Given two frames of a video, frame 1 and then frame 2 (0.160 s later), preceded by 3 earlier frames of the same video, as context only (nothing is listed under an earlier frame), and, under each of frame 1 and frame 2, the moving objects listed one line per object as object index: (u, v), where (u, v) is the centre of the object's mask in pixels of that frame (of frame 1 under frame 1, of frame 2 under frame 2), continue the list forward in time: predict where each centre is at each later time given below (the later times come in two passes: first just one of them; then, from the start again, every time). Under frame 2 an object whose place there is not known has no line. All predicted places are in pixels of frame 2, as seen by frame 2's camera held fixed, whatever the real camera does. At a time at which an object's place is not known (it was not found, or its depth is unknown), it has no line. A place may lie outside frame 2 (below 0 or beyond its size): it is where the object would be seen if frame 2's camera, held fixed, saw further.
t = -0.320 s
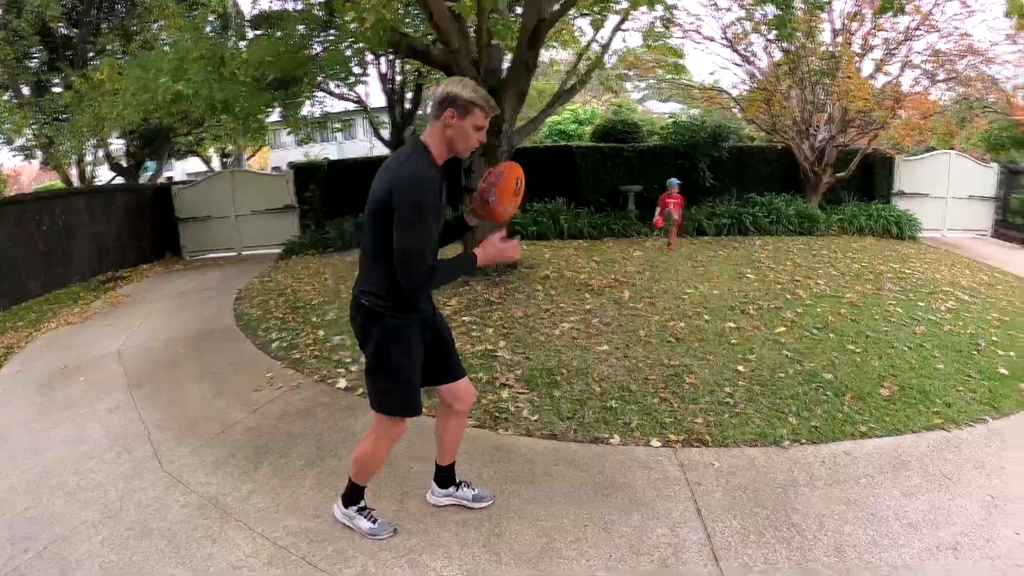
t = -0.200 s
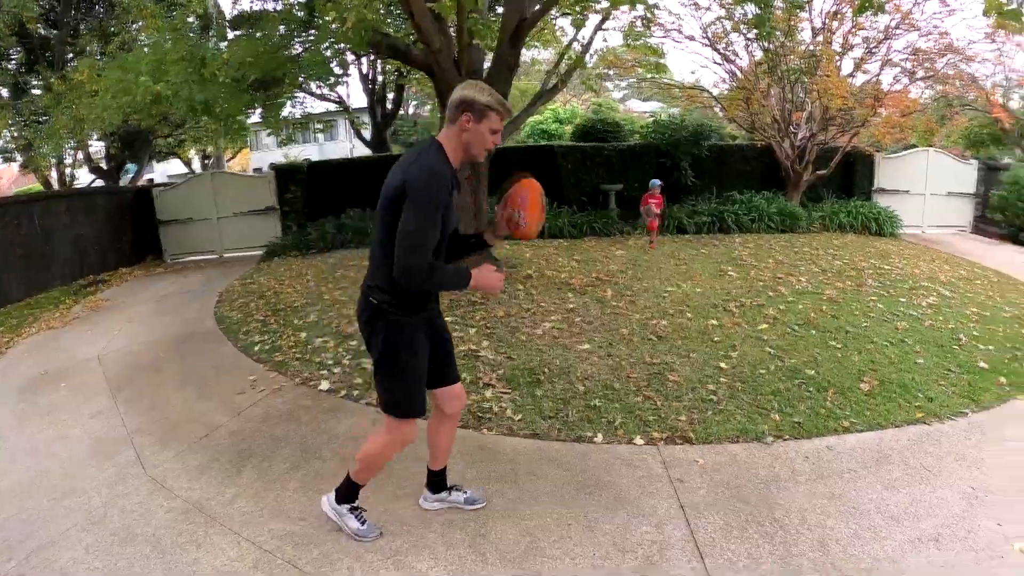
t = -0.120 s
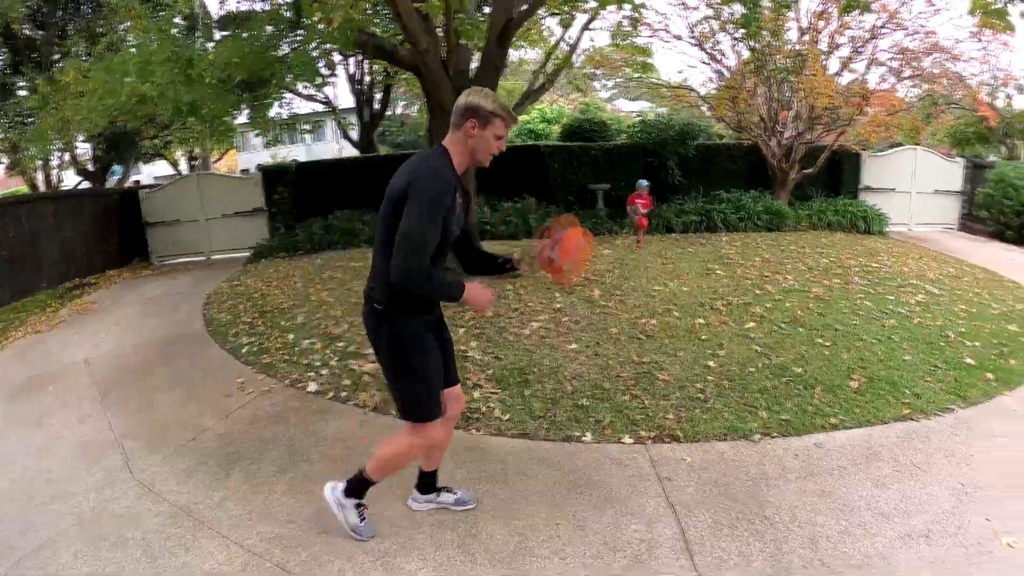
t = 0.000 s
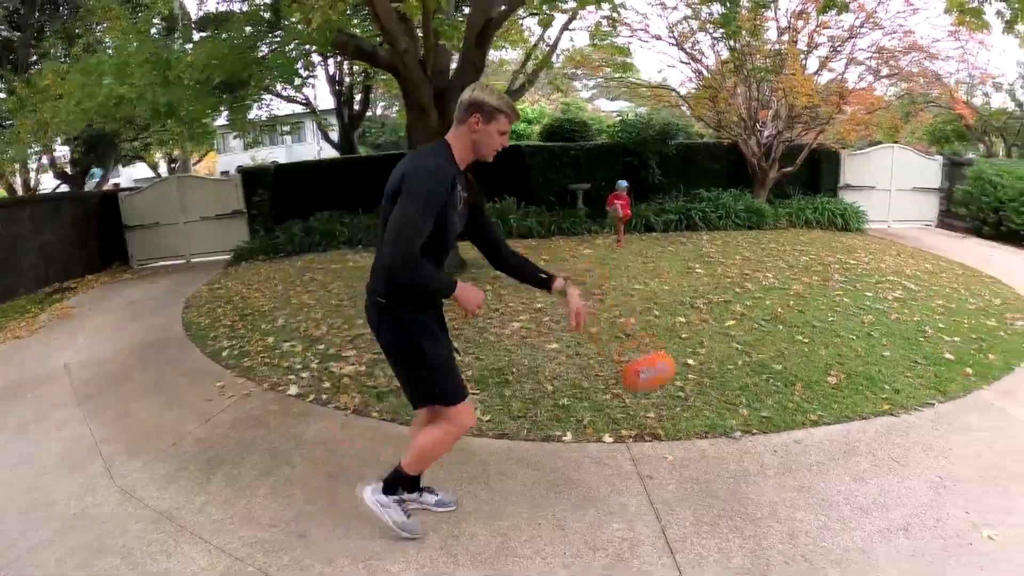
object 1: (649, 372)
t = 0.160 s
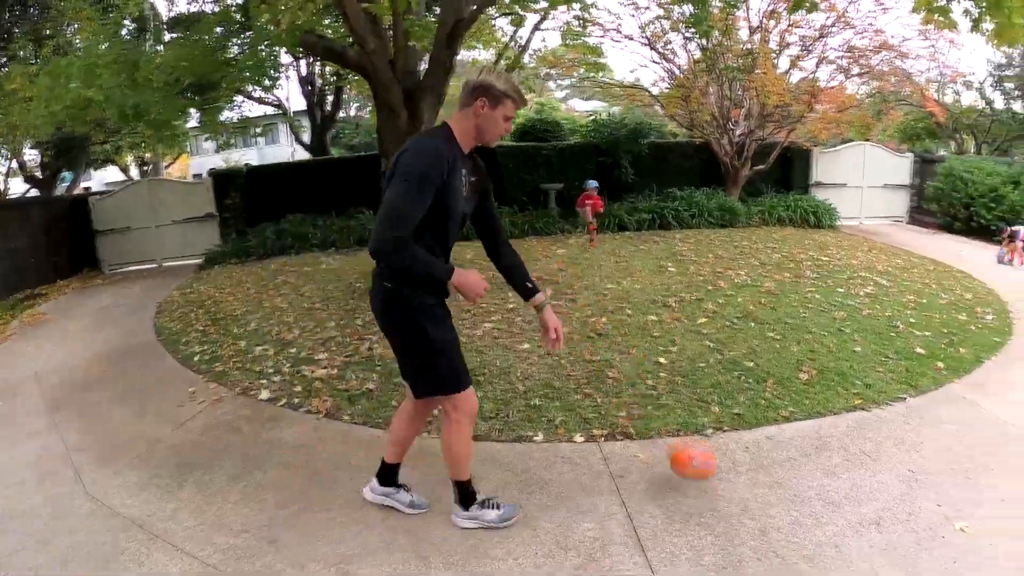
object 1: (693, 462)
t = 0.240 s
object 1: (690, 407)
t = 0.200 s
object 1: (692, 429)
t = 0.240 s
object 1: (690, 407)
